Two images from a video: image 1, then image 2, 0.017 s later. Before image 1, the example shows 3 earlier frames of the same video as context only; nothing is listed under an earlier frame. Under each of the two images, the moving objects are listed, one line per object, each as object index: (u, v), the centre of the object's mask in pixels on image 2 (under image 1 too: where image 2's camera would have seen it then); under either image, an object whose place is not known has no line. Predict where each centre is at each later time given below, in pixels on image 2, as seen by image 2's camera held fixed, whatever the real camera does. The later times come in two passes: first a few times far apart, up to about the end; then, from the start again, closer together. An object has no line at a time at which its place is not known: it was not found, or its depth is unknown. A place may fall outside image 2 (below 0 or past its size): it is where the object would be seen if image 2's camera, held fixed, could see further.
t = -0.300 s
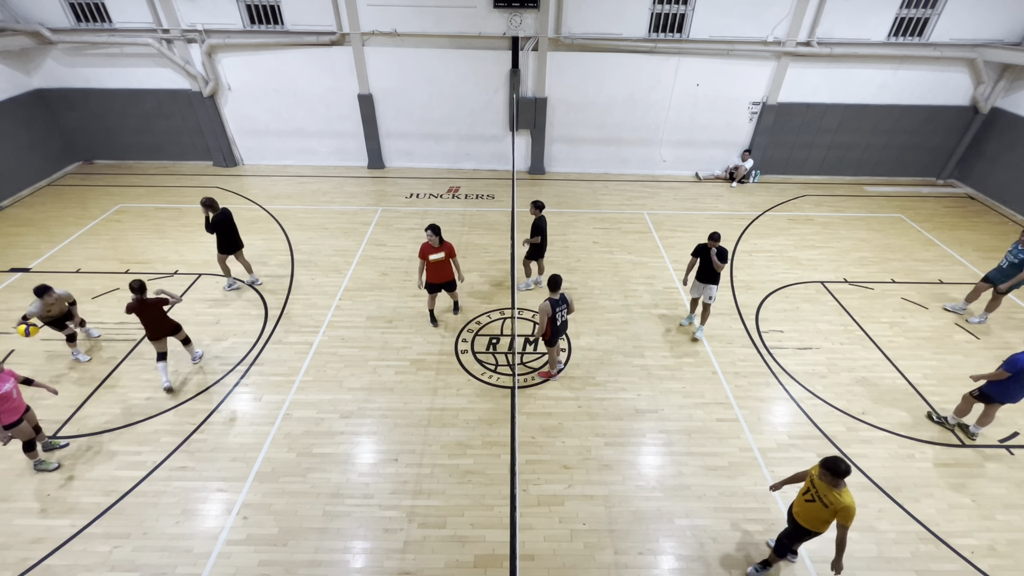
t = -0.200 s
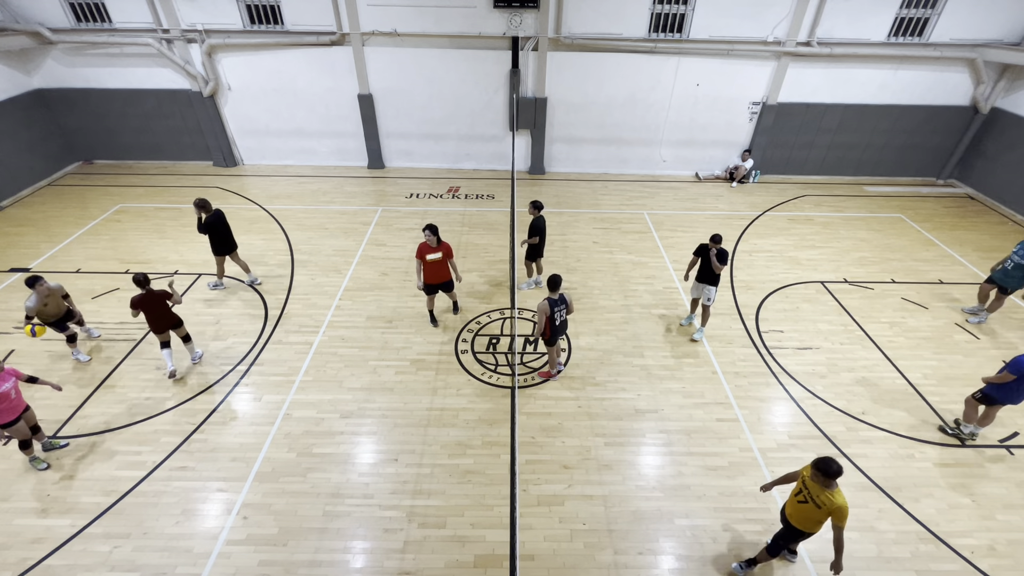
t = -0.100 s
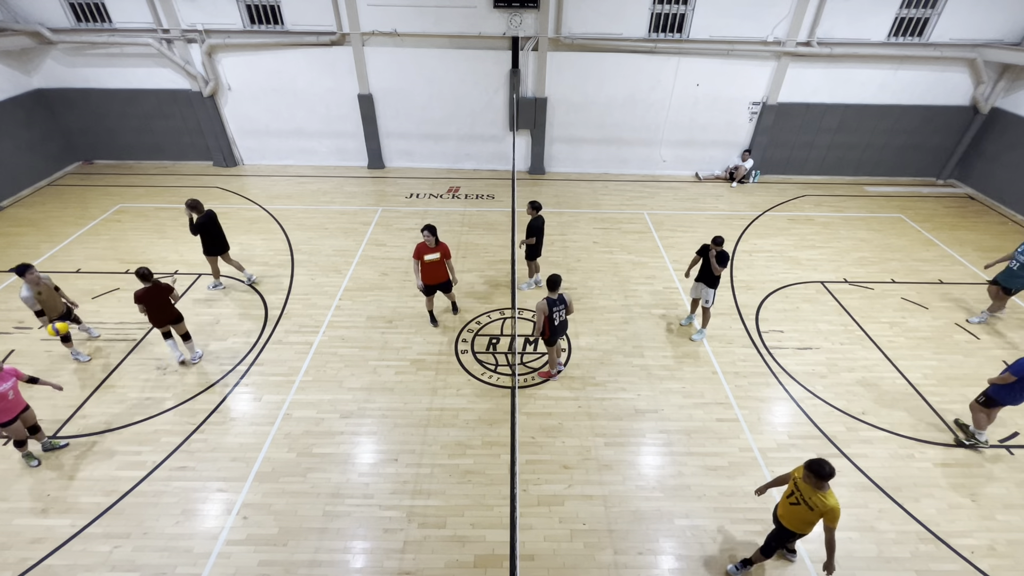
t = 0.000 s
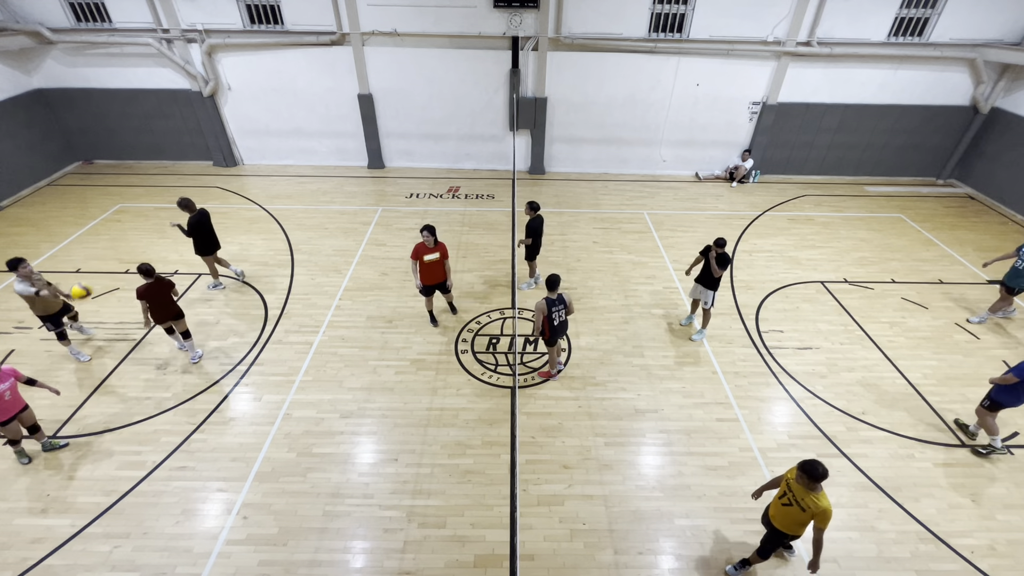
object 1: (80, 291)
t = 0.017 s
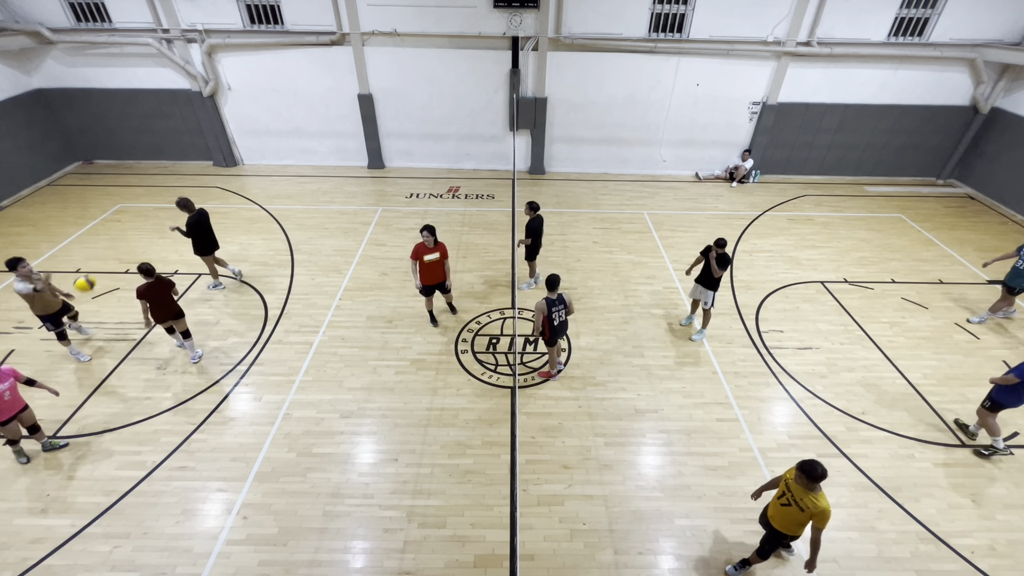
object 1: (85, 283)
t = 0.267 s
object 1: (167, 161)
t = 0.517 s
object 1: (304, 72)
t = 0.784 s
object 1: (484, 48)
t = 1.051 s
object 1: (649, 105)
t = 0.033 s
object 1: (89, 275)
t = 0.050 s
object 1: (92, 266)
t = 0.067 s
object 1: (97, 258)
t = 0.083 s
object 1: (101, 249)
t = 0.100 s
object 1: (106, 241)
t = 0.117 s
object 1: (111, 233)
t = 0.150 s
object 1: (121, 216)
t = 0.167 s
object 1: (127, 208)
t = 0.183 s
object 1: (133, 201)
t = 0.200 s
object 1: (139, 192)
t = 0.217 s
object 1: (145, 185)
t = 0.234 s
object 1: (152, 176)
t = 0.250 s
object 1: (159, 169)
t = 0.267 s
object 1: (167, 161)
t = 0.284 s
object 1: (174, 154)
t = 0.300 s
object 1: (182, 147)
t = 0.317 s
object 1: (190, 141)
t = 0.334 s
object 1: (198, 133)
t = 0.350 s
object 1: (207, 126)
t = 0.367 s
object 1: (215, 120)
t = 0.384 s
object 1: (224, 114)
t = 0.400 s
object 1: (234, 108)
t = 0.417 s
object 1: (243, 102)
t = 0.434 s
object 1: (253, 97)
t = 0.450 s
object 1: (262, 92)
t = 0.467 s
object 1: (272, 86)
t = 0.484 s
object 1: (283, 81)
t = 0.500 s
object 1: (293, 77)
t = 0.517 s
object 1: (304, 72)
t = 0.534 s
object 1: (315, 68)
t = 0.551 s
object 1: (325, 65)
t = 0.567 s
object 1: (336, 62)
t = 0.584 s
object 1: (348, 58)
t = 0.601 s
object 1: (359, 55)
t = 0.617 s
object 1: (369, 53)
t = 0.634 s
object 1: (381, 51)
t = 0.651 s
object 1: (393, 49)
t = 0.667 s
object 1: (404, 48)
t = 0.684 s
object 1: (415, 47)
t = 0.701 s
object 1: (426, 47)
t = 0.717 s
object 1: (438, 46)
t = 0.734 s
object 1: (449, 46)
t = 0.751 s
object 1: (460, 46)
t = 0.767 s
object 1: (472, 47)
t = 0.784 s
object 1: (484, 48)
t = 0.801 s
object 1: (496, 49)
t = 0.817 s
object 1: (507, 50)
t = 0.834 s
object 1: (518, 54)
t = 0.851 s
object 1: (529, 55)
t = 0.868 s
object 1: (540, 58)
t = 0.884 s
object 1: (550, 62)
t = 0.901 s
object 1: (560, 64)
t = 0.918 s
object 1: (571, 68)
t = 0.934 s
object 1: (581, 71)
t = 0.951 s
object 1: (591, 75)
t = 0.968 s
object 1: (601, 79)
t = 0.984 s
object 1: (611, 84)
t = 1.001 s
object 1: (621, 88)
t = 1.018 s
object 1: (630, 94)
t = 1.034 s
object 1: (640, 99)
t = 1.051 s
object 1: (649, 105)
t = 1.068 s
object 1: (657, 111)
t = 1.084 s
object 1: (666, 117)
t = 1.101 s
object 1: (674, 123)
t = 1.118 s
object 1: (682, 129)
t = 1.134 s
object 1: (690, 135)
